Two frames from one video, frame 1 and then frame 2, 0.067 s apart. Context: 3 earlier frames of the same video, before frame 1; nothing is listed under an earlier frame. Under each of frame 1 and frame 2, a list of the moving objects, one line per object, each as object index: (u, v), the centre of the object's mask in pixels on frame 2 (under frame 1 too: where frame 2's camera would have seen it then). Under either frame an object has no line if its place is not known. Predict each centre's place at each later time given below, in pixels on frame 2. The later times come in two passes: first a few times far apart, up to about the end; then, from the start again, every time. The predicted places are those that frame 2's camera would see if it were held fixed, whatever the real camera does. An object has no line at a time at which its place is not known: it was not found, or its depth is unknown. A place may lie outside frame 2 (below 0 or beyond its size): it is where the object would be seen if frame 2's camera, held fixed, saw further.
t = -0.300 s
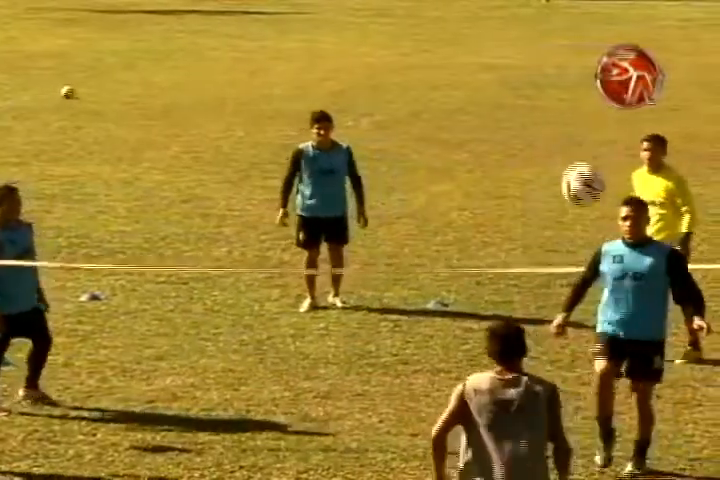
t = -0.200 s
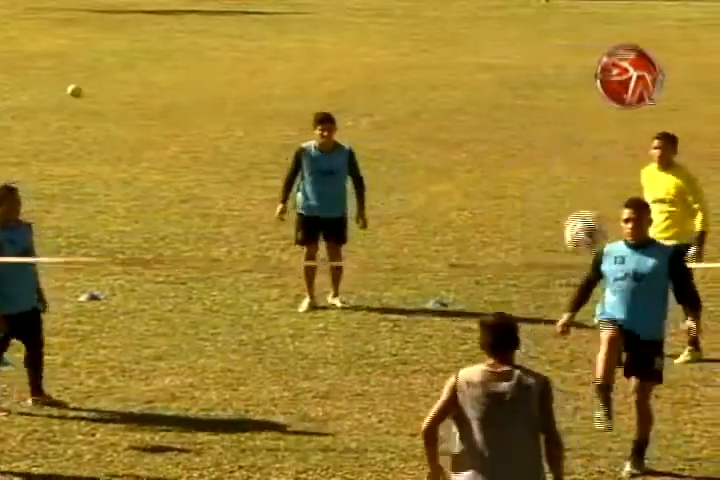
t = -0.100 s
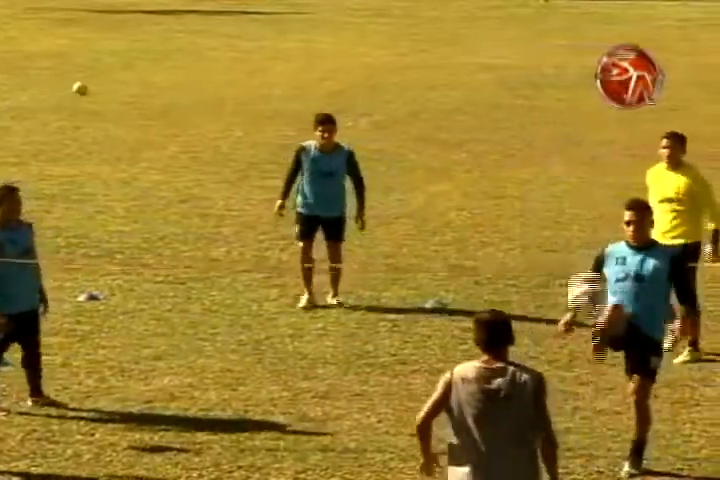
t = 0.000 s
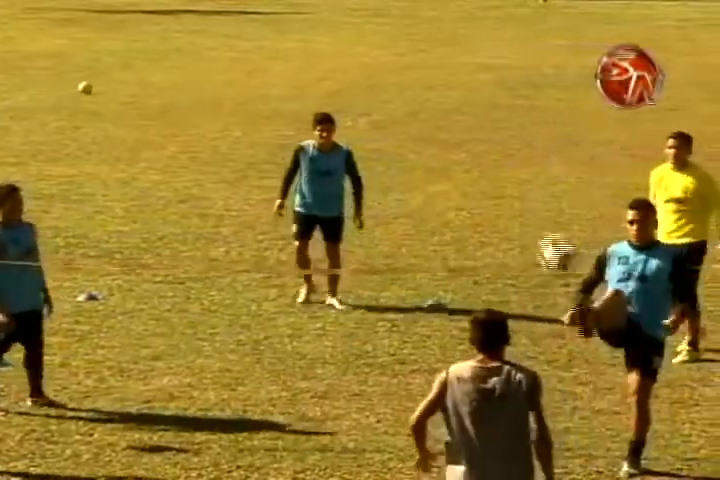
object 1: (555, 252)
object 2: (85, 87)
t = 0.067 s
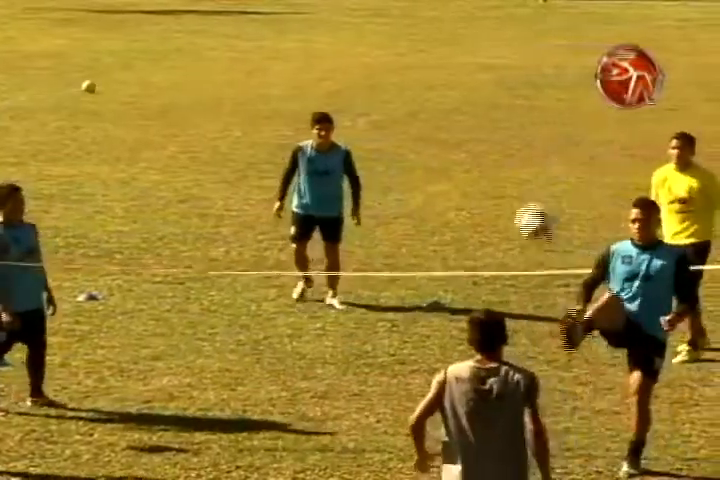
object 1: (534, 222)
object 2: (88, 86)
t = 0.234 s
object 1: (483, 174)
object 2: (98, 85)
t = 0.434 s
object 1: (426, 175)
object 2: (109, 82)
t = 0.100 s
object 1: (524, 209)
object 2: (90, 86)
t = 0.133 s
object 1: (516, 198)
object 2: (92, 85)
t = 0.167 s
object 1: (505, 189)
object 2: (94, 85)
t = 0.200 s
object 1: (493, 181)
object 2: (95, 85)
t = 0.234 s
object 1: (483, 174)
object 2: (98, 85)
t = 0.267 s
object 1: (474, 171)
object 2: (99, 84)
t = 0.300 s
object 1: (464, 168)
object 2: (102, 84)
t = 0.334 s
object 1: (454, 167)
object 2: (103, 84)
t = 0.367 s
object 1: (444, 168)
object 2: (104, 83)
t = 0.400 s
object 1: (435, 170)
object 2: (106, 83)
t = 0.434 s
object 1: (426, 175)
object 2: (109, 82)
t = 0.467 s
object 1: (418, 179)
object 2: (109, 81)
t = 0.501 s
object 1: (407, 187)
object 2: (111, 81)
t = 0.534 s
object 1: (399, 195)
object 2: (113, 81)
